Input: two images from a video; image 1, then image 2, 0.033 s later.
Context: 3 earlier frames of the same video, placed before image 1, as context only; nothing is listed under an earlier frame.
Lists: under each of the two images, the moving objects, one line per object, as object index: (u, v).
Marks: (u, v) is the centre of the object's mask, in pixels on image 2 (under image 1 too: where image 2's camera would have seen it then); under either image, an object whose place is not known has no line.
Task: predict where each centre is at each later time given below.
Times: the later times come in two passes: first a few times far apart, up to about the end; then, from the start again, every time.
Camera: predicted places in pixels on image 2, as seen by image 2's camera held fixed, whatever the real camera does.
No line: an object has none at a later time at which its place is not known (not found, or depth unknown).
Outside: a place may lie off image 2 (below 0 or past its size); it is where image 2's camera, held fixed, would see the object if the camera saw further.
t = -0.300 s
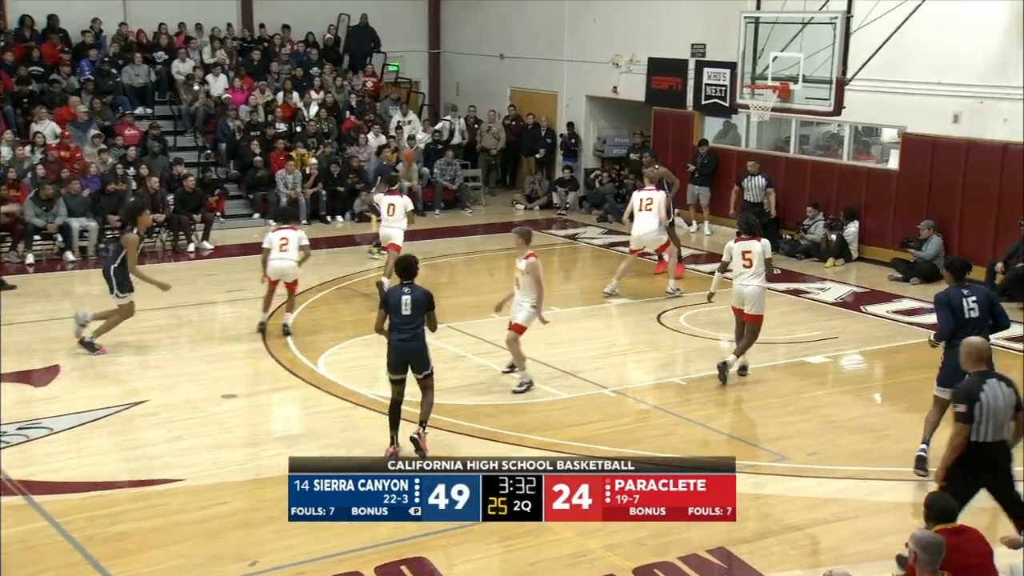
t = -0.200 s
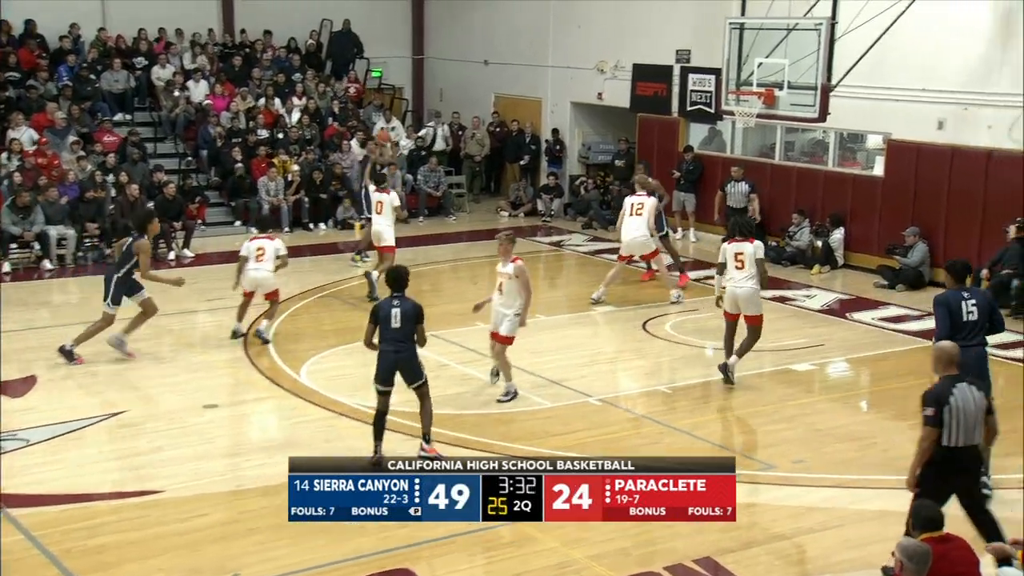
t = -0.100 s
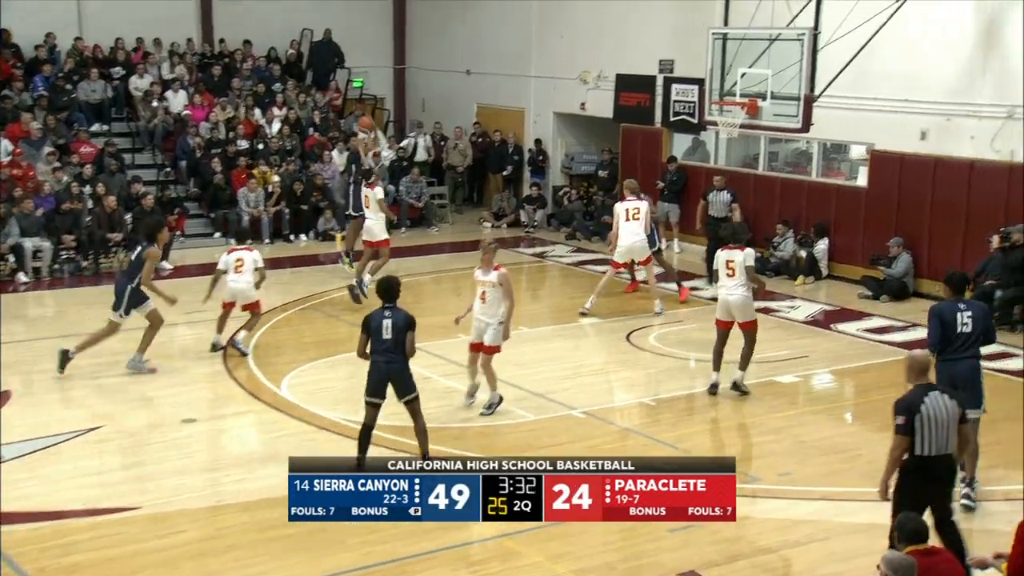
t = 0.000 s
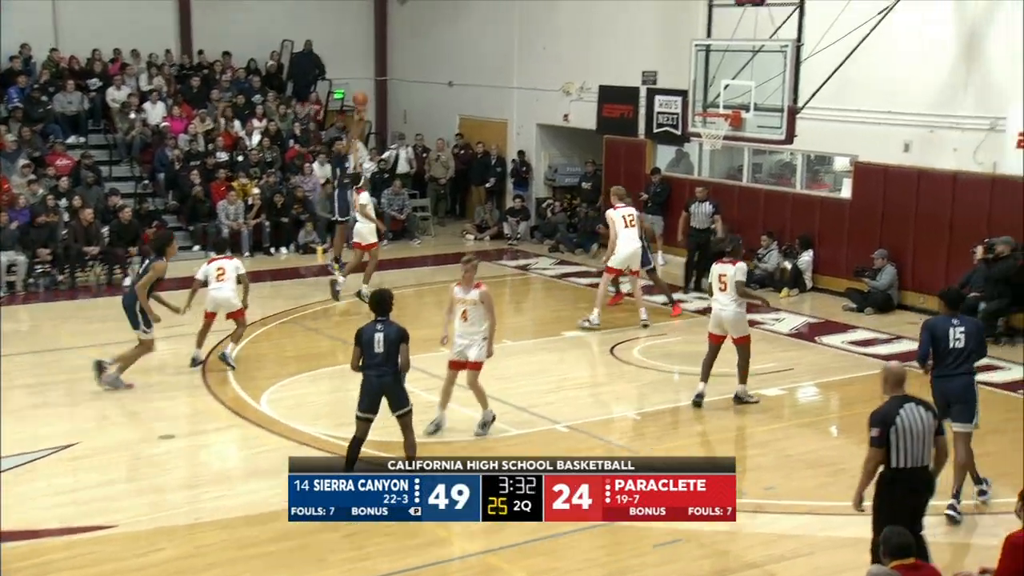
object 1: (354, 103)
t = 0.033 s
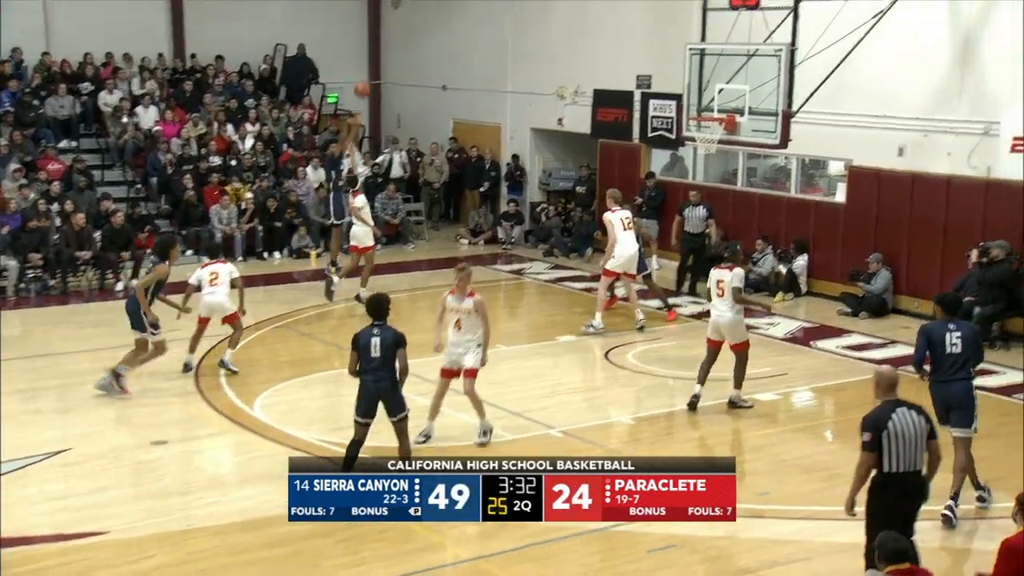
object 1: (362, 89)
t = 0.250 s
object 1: (414, 17)
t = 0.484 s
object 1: (475, -29)
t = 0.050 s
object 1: (366, 83)
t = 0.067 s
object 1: (370, 77)
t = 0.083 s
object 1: (374, 71)
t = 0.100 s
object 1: (377, 65)
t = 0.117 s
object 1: (381, 59)
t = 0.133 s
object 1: (386, 54)
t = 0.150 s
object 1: (390, 47)
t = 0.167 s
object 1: (394, 43)
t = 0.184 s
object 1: (398, 37)
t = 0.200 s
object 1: (402, 31)
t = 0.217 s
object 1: (406, 27)
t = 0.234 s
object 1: (410, 21)
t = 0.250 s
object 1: (414, 17)
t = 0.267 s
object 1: (419, 13)
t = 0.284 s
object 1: (423, 9)
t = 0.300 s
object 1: (427, 4)
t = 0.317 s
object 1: (431, 1)
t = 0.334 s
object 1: (436, -4)
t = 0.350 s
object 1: (440, -7)
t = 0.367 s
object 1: (444, -11)
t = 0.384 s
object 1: (448, -14)
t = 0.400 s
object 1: (453, -17)
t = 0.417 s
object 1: (457, -19)
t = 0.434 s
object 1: (462, -22)
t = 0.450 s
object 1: (466, -25)
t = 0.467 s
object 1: (471, -27)
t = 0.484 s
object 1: (475, -29)
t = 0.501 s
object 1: (480, -31)
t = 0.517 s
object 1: (484, -33)
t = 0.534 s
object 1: (489, -34)
